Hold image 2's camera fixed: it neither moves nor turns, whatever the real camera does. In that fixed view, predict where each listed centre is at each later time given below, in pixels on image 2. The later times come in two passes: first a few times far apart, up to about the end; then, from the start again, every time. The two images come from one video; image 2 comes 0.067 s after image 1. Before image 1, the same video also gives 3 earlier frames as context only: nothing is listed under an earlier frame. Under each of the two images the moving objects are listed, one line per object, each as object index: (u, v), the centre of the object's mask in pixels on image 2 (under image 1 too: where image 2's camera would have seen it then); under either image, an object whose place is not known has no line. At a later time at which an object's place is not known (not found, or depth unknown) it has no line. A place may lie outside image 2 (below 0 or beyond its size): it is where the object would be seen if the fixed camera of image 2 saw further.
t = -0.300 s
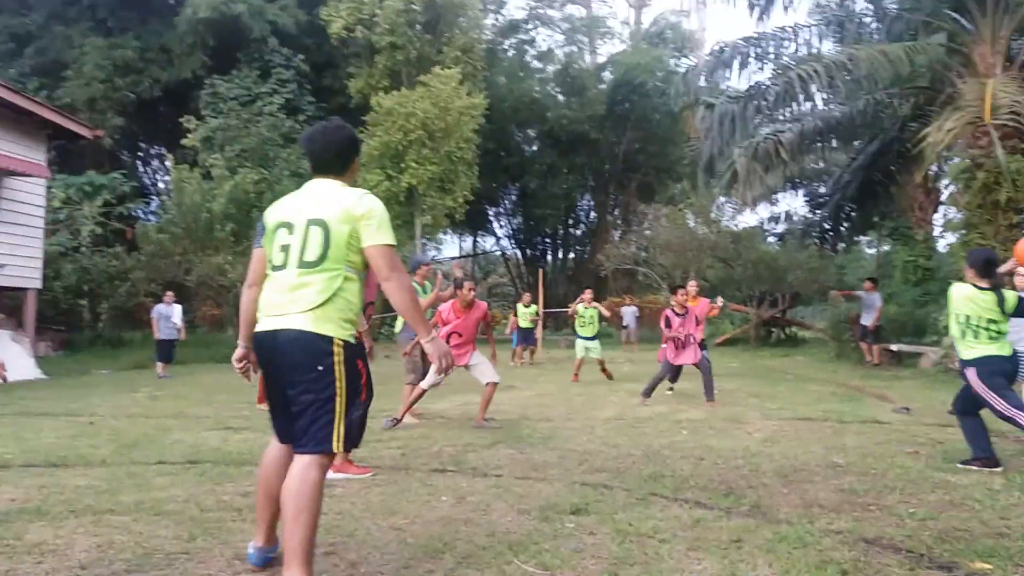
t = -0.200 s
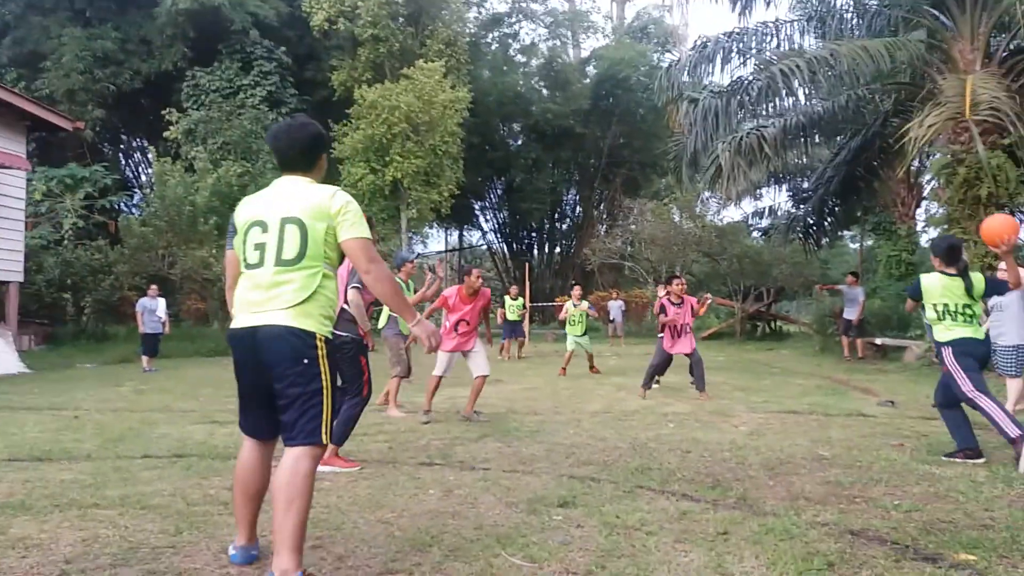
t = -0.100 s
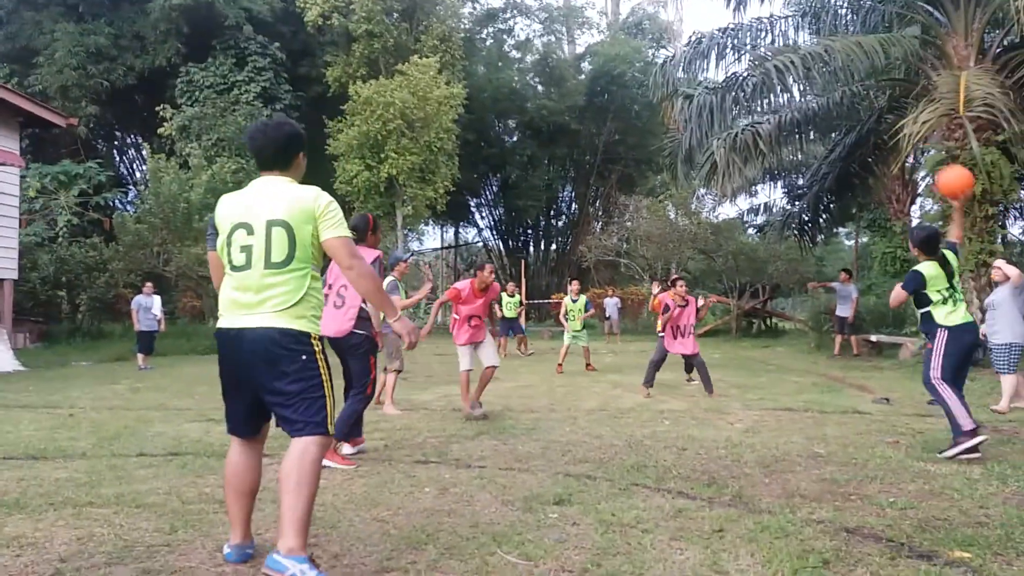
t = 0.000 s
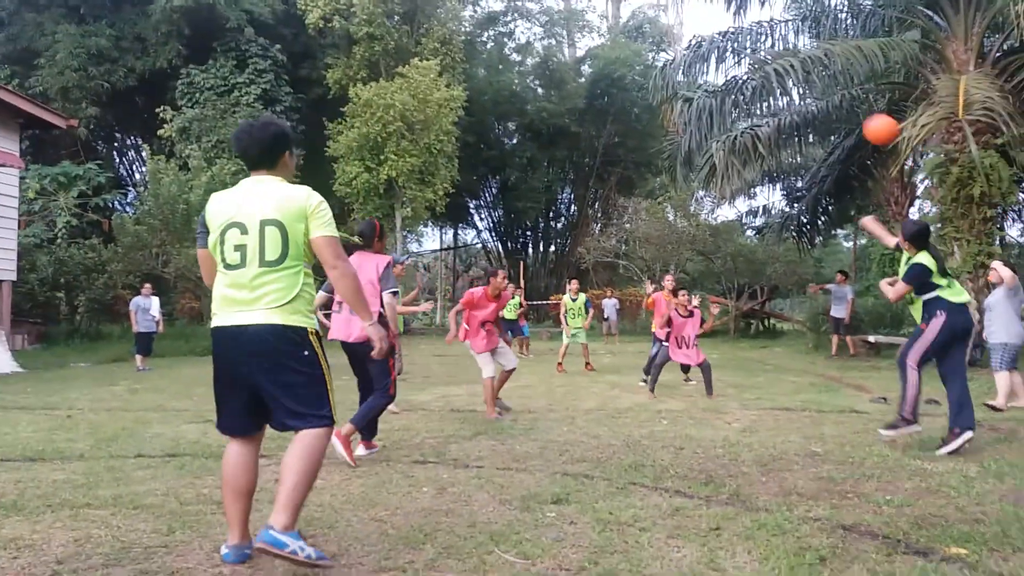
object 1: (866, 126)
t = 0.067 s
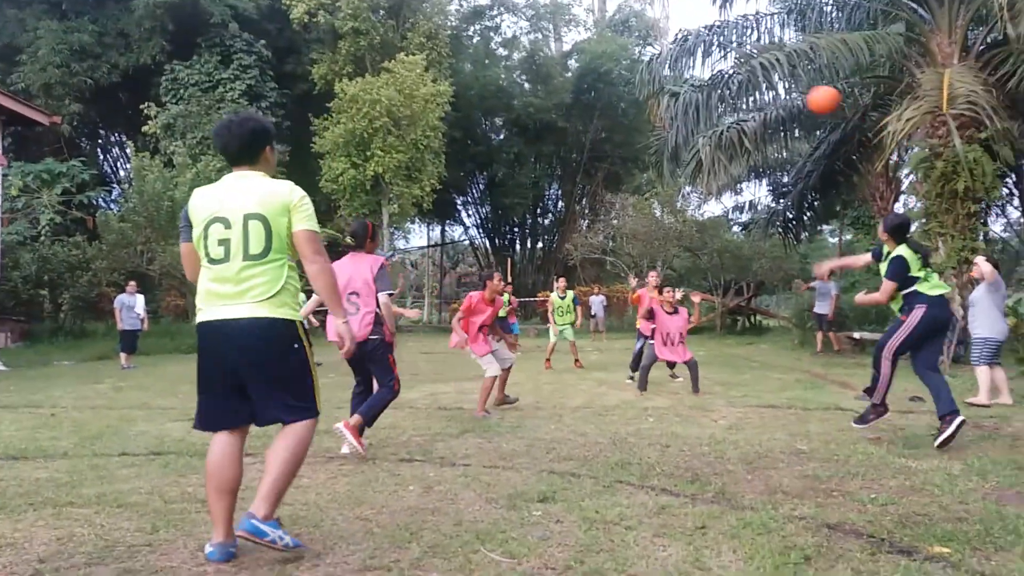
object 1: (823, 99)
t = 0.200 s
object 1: (749, 73)
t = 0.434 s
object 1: (660, 73)
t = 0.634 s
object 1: (600, 106)
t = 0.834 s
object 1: (551, 164)
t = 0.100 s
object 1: (803, 88)
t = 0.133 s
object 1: (782, 81)
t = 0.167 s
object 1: (764, 77)
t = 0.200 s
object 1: (749, 73)
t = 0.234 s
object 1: (736, 71)
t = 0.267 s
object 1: (719, 68)
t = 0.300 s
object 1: (707, 67)
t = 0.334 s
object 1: (696, 68)
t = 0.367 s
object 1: (682, 68)
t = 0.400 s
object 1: (671, 71)
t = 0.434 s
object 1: (660, 73)
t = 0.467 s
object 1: (651, 77)
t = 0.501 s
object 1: (637, 83)
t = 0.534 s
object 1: (627, 88)
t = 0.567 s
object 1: (618, 93)
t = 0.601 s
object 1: (610, 98)
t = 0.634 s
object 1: (600, 106)
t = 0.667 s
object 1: (591, 113)
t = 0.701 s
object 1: (582, 123)
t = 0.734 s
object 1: (574, 133)
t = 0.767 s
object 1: (566, 143)
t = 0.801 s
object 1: (559, 154)
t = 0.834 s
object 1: (551, 164)
